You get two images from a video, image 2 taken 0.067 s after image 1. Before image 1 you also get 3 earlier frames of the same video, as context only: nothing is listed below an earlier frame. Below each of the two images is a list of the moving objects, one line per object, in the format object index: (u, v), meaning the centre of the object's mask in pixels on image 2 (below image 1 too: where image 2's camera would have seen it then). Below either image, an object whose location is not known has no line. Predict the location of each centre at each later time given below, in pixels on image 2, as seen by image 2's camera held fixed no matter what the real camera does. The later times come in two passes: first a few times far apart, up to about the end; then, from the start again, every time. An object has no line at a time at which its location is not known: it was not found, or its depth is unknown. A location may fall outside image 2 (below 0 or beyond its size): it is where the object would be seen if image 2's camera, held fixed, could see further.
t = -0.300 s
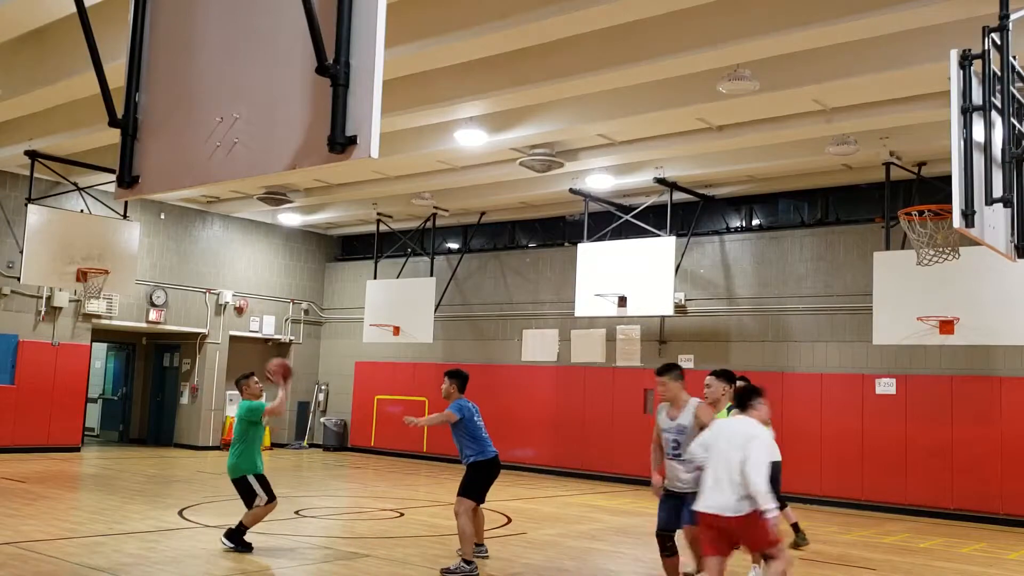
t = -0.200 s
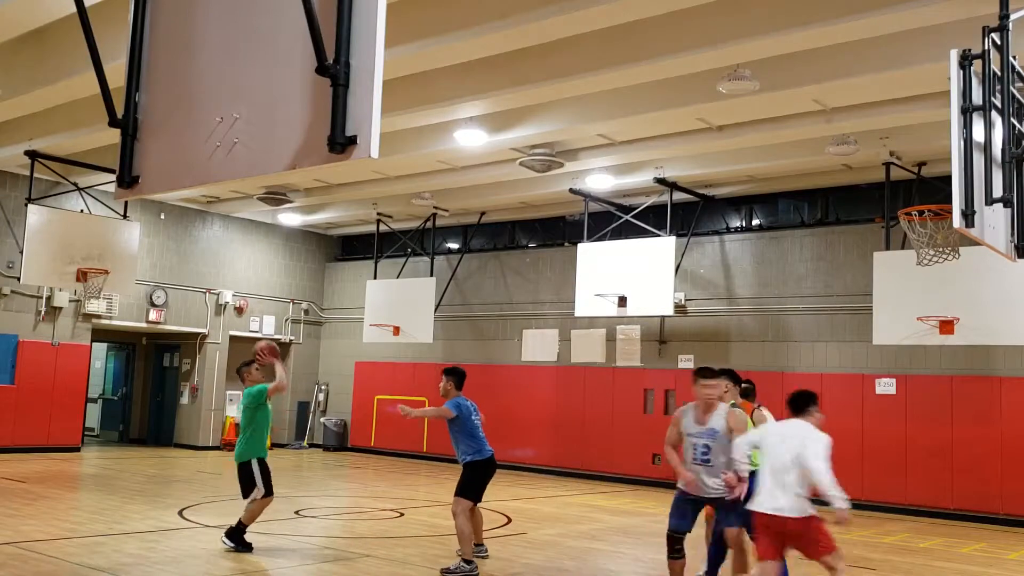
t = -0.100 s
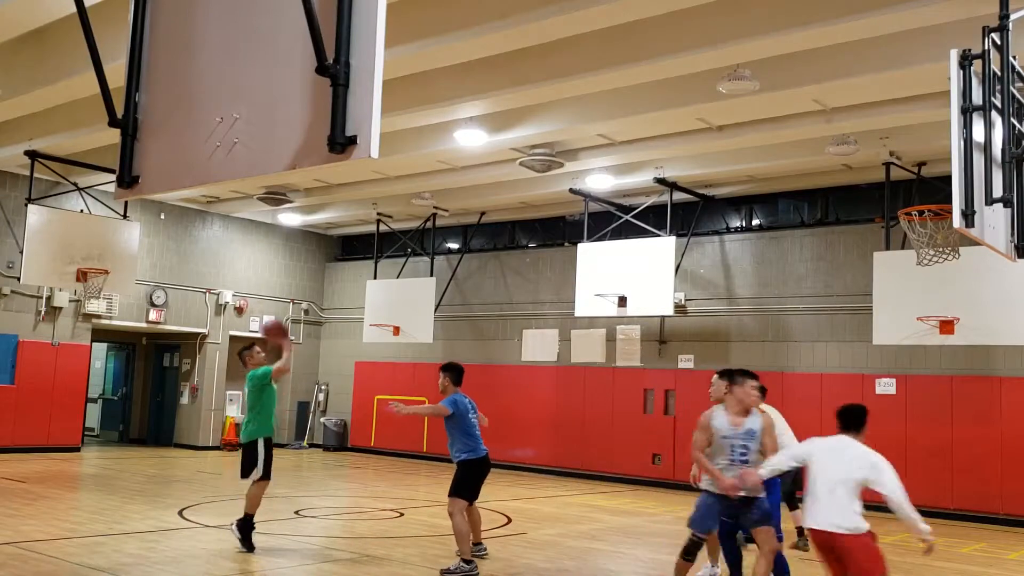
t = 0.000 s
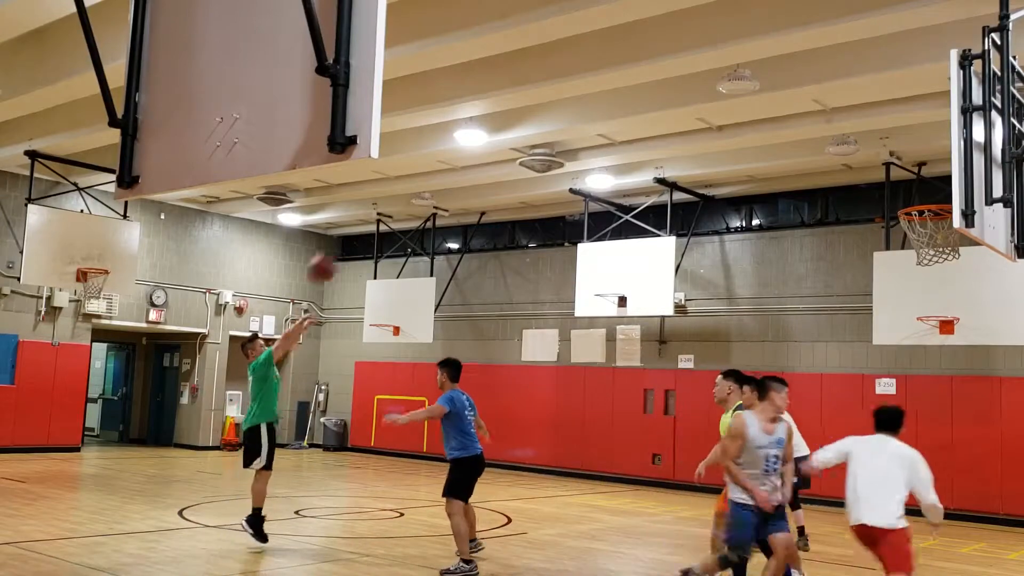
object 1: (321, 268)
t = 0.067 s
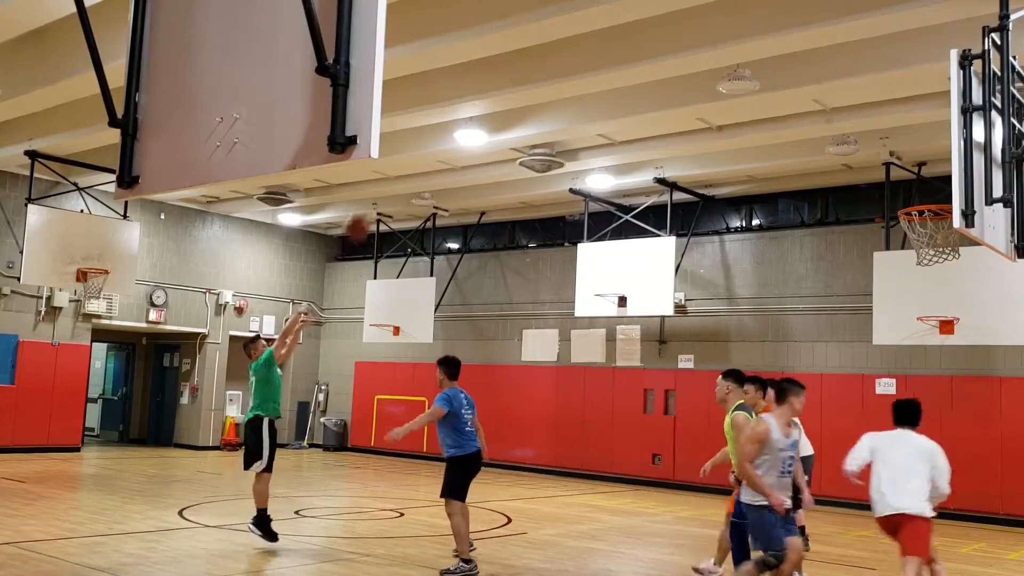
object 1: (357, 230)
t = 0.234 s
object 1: (441, 147)
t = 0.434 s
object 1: (545, 86)
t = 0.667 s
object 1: (667, 71)
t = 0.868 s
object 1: (774, 108)
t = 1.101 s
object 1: (888, 197)
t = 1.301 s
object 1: (848, 140)
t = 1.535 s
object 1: (802, 137)
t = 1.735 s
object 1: (763, 184)
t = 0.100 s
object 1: (374, 209)
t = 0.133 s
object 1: (391, 193)
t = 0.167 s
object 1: (408, 176)
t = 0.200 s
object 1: (426, 161)
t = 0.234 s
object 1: (441, 147)
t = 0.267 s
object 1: (458, 133)
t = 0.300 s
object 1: (478, 119)
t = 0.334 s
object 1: (494, 111)
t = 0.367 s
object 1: (511, 102)
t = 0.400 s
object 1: (528, 94)
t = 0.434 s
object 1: (545, 86)
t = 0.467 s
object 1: (562, 80)
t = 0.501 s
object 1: (579, 76)
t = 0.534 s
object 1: (597, 72)
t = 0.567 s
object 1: (614, 70)
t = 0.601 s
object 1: (631, 69)
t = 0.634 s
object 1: (649, 69)
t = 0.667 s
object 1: (667, 71)
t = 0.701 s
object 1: (685, 74)
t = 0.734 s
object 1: (703, 78)
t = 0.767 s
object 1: (720, 83)
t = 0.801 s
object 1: (738, 88)
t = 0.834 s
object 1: (756, 98)
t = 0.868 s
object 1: (774, 108)
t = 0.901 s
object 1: (793, 118)
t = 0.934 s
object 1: (812, 131)
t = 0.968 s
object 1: (830, 144)
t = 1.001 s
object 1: (848, 160)
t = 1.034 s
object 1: (867, 177)
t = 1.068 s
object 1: (886, 196)
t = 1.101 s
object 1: (888, 197)
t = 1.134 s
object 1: (884, 185)
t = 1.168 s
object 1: (875, 173)
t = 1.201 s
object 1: (868, 162)
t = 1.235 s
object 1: (862, 153)
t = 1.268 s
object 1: (855, 146)
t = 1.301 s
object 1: (848, 140)
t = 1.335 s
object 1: (842, 136)
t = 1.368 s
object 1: (835, 132)
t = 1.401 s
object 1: (829, 131)
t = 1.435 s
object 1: (822, 130)
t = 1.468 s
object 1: (815, 131)
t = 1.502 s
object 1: (809, 133)
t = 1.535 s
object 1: (802, 137)
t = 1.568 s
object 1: (796, 141)
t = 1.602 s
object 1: (789, 147)
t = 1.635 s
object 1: (782, 155)
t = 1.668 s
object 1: (776, 163)
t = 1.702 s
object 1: (769, 173)
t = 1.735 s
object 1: (763, 184)
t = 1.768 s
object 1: (757, 197)
